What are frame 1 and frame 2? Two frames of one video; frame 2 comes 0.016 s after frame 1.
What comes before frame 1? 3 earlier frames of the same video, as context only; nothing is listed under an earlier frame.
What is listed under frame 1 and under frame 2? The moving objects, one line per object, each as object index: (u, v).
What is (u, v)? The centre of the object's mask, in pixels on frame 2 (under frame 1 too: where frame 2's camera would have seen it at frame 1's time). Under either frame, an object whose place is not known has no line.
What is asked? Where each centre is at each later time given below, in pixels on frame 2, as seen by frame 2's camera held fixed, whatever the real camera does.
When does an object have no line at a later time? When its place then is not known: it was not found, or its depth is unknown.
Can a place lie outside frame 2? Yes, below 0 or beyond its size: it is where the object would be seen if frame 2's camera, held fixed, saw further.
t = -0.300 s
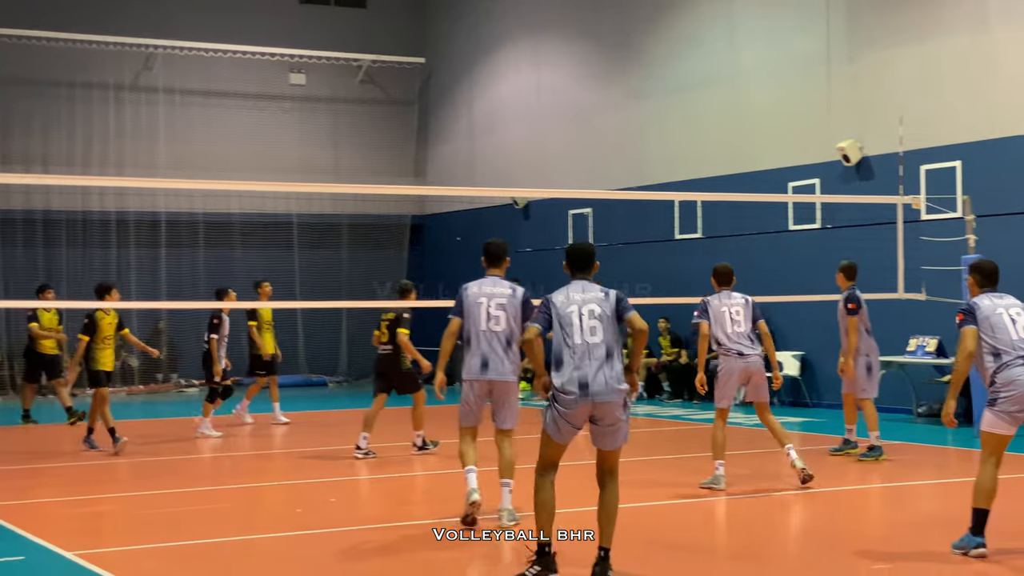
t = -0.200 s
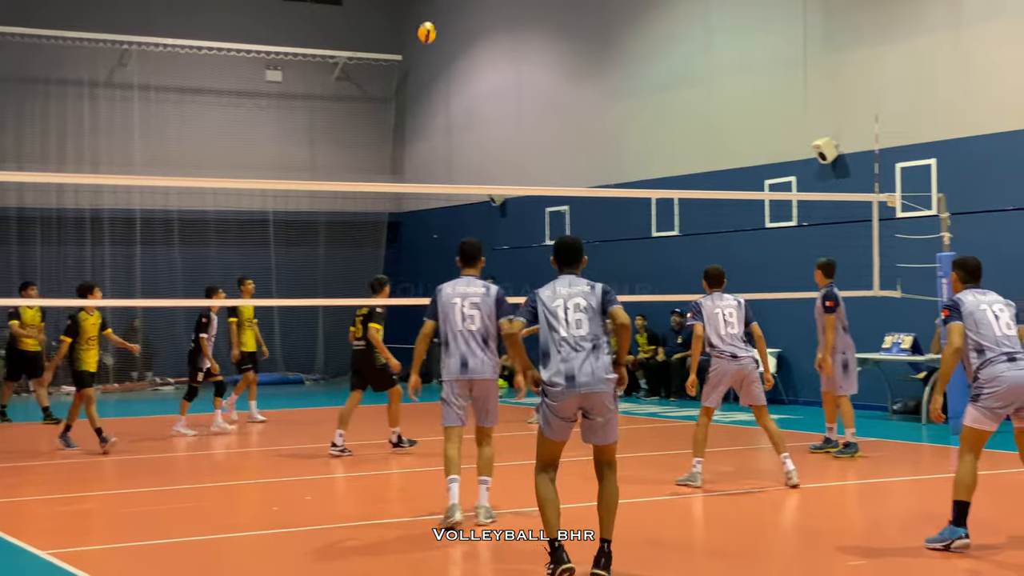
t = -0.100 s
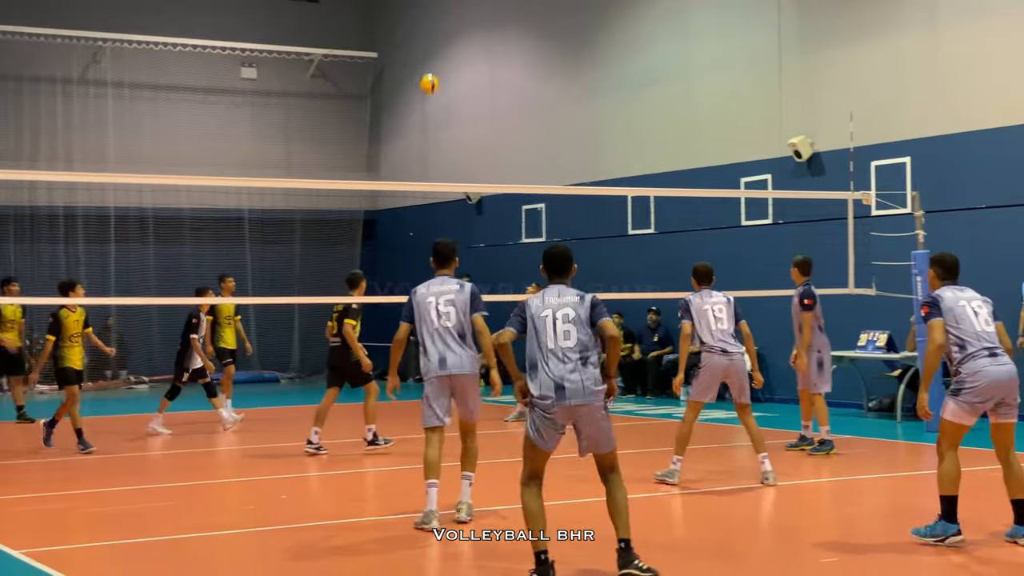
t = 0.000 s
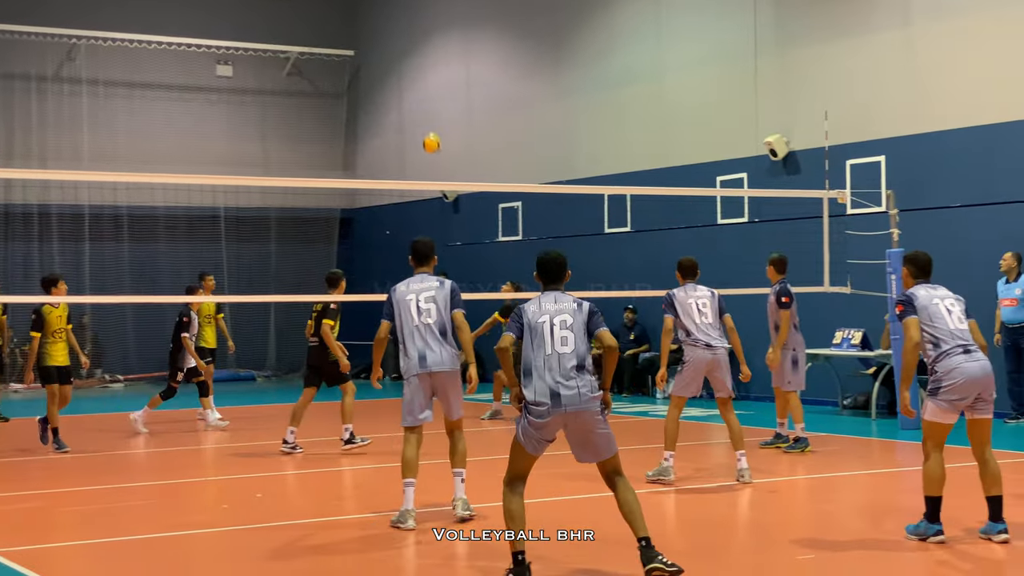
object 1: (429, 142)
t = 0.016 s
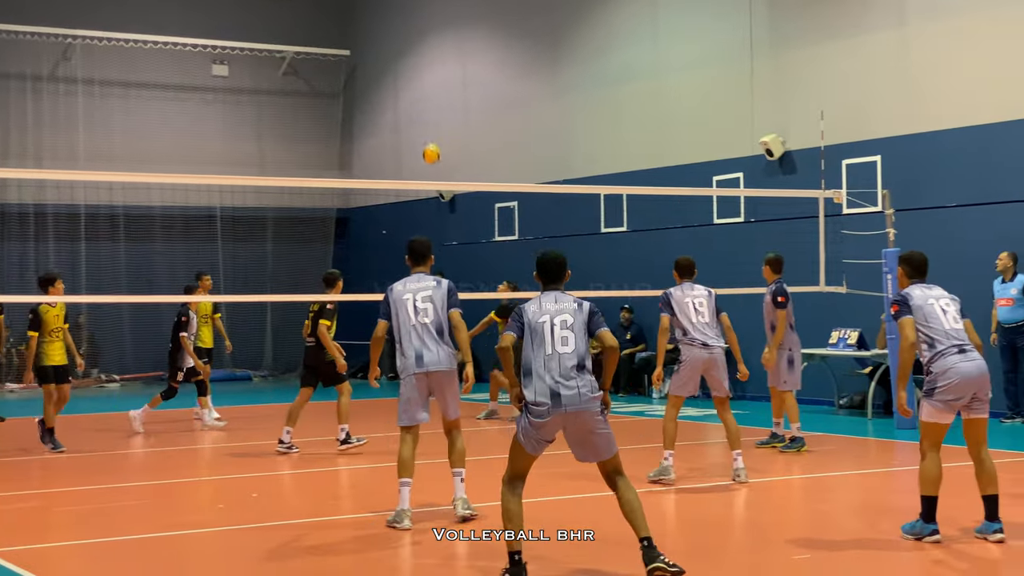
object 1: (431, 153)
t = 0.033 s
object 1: (435, 165)
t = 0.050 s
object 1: (437, 173)
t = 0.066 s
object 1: (440, 195)
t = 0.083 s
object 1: (442, 201)
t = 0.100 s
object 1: (445, 211)
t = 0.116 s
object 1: (449, 223)
